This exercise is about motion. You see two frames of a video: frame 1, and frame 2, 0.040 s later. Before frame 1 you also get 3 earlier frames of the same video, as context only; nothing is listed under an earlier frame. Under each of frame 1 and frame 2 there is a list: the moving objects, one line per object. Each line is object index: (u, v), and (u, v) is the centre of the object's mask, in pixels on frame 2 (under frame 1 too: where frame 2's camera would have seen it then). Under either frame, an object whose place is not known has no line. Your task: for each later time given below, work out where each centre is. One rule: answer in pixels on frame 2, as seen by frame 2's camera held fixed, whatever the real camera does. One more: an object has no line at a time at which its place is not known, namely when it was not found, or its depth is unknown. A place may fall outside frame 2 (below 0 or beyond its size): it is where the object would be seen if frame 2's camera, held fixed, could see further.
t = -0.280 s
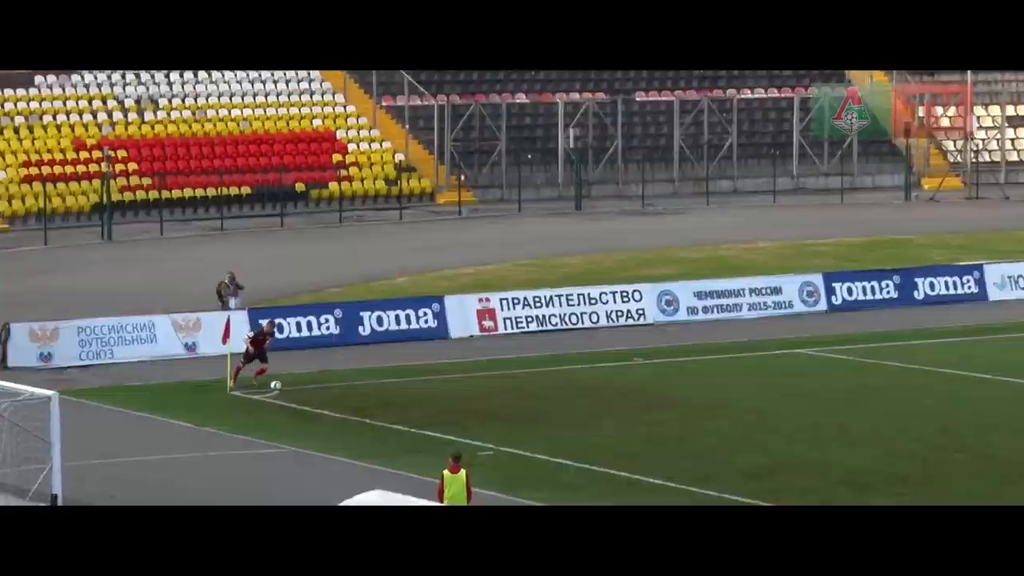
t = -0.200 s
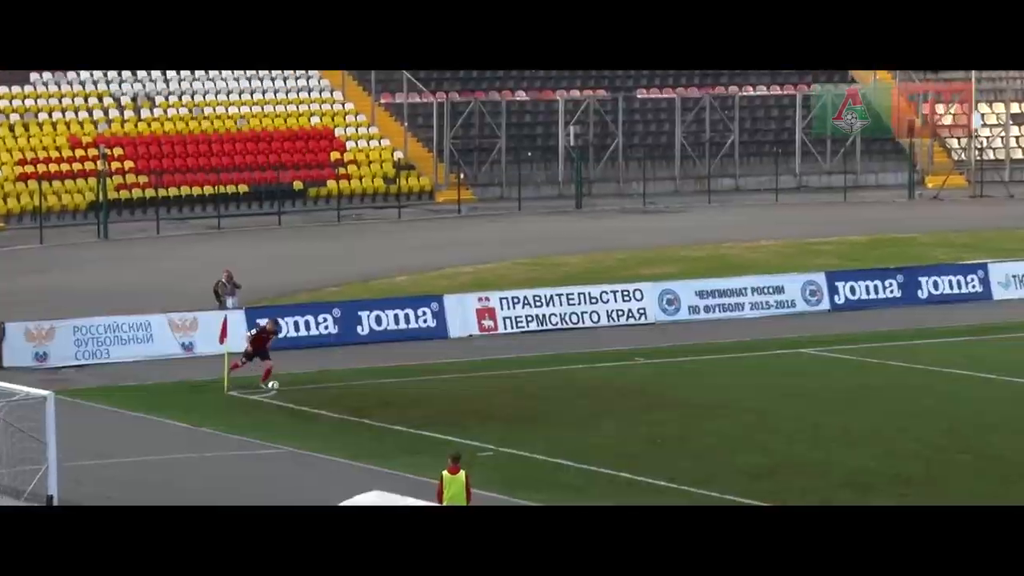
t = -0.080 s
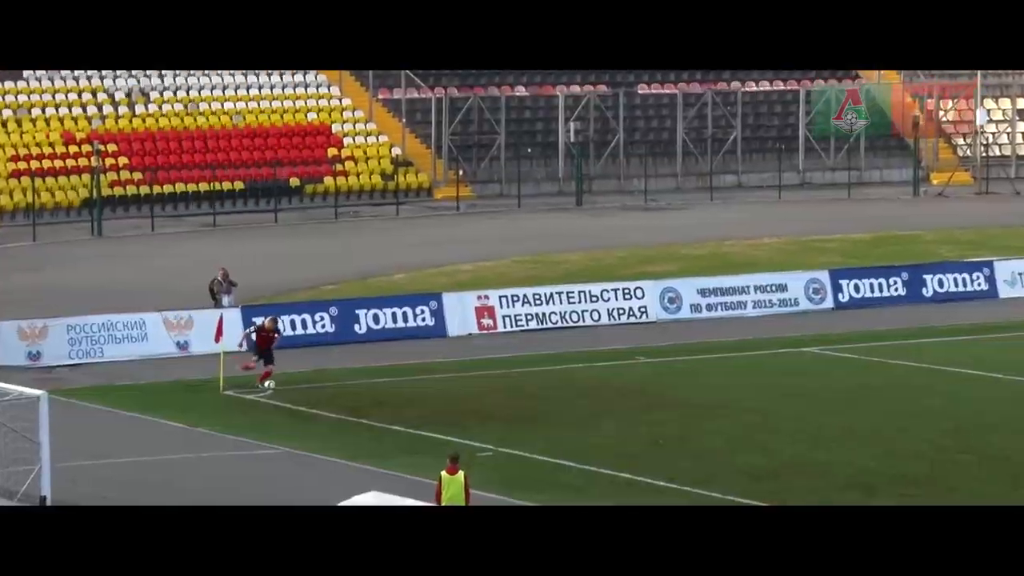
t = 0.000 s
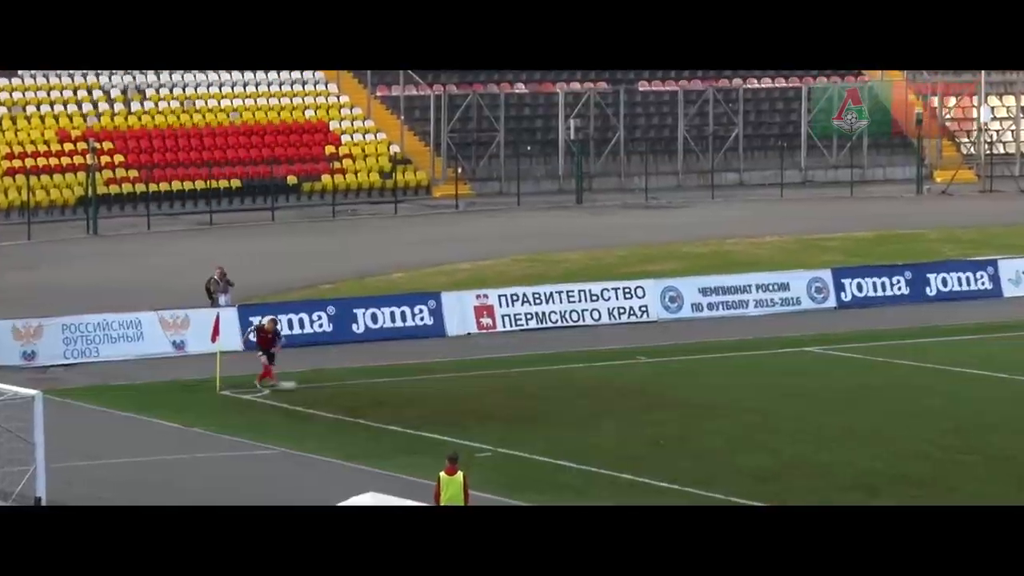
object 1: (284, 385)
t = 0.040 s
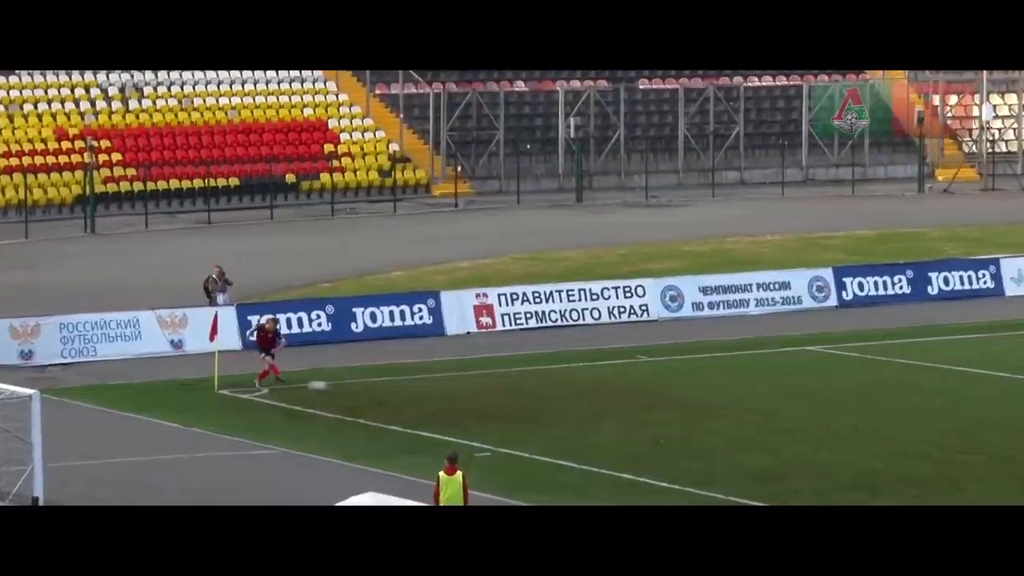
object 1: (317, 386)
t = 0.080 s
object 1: (350, 387)
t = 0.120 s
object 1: (381, 390)
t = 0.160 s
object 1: (413, 394)
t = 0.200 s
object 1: (445, 400)
